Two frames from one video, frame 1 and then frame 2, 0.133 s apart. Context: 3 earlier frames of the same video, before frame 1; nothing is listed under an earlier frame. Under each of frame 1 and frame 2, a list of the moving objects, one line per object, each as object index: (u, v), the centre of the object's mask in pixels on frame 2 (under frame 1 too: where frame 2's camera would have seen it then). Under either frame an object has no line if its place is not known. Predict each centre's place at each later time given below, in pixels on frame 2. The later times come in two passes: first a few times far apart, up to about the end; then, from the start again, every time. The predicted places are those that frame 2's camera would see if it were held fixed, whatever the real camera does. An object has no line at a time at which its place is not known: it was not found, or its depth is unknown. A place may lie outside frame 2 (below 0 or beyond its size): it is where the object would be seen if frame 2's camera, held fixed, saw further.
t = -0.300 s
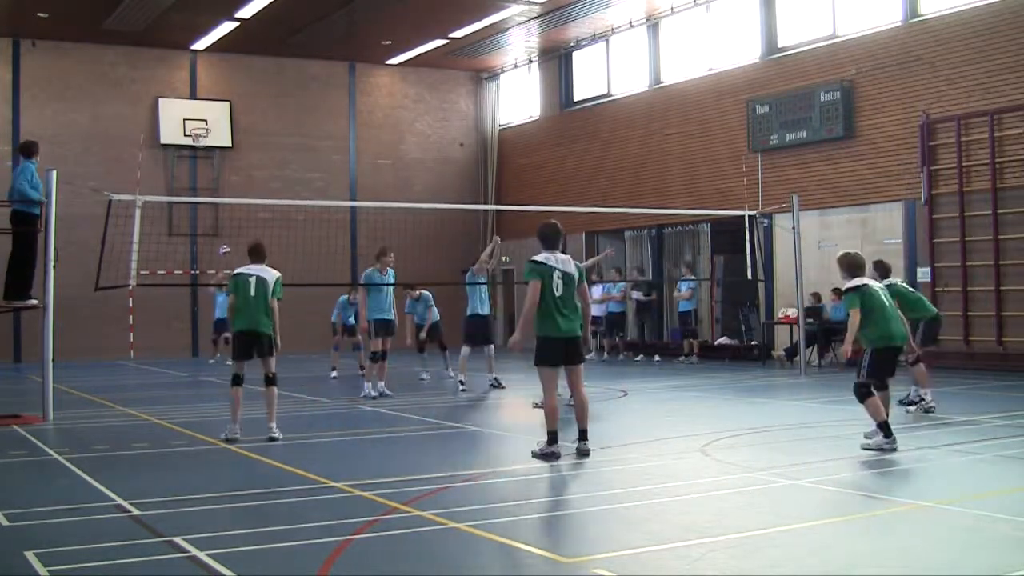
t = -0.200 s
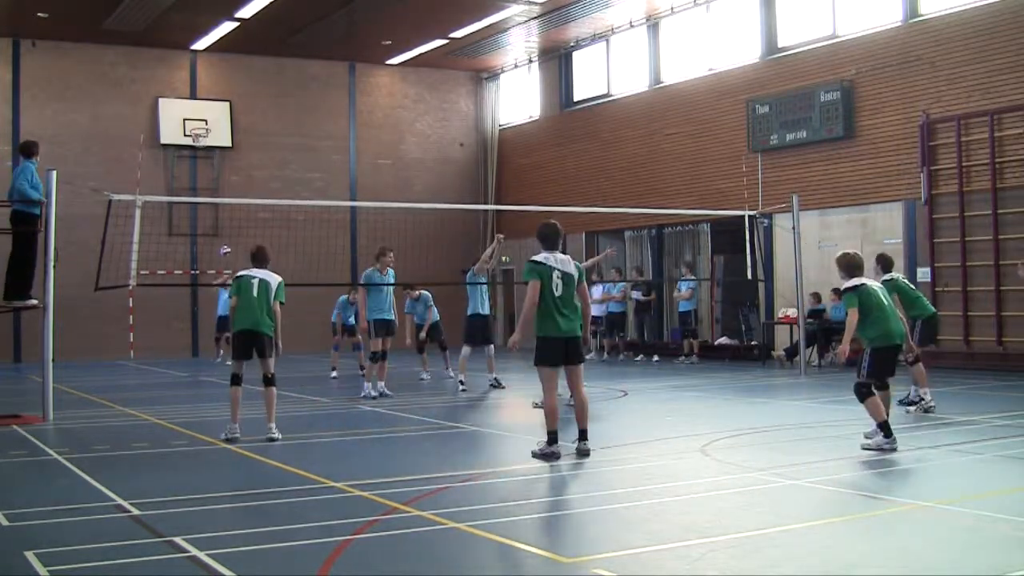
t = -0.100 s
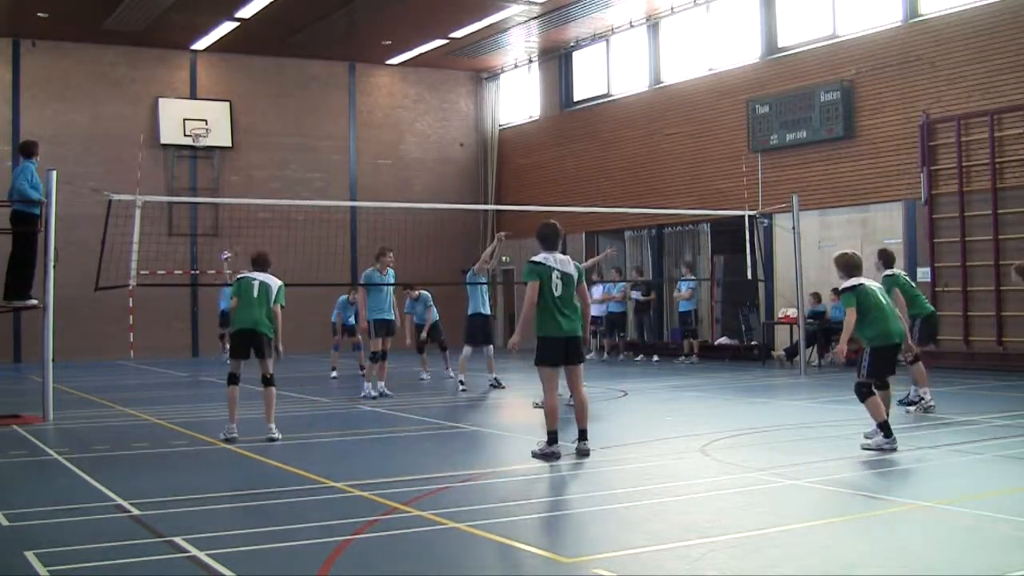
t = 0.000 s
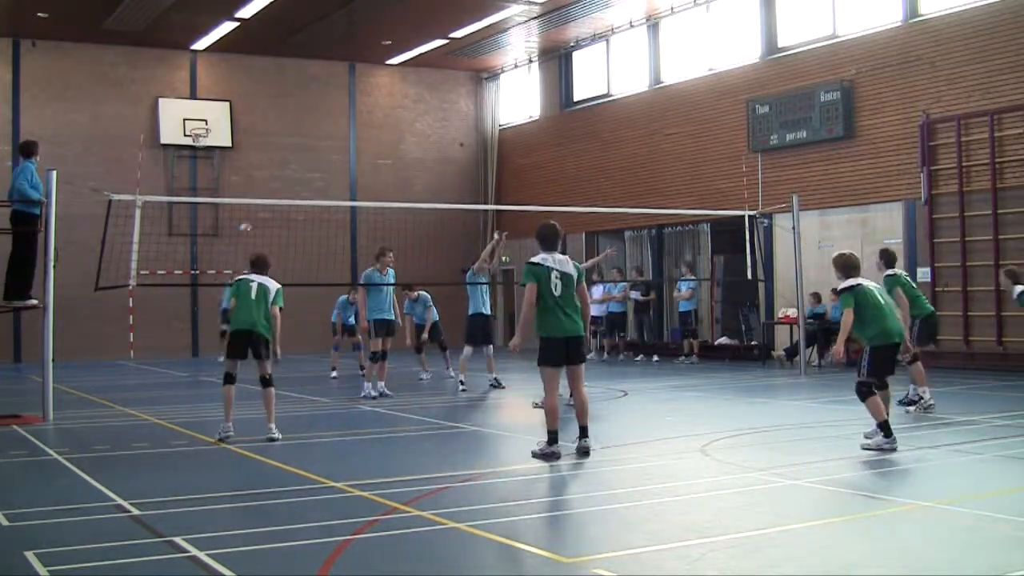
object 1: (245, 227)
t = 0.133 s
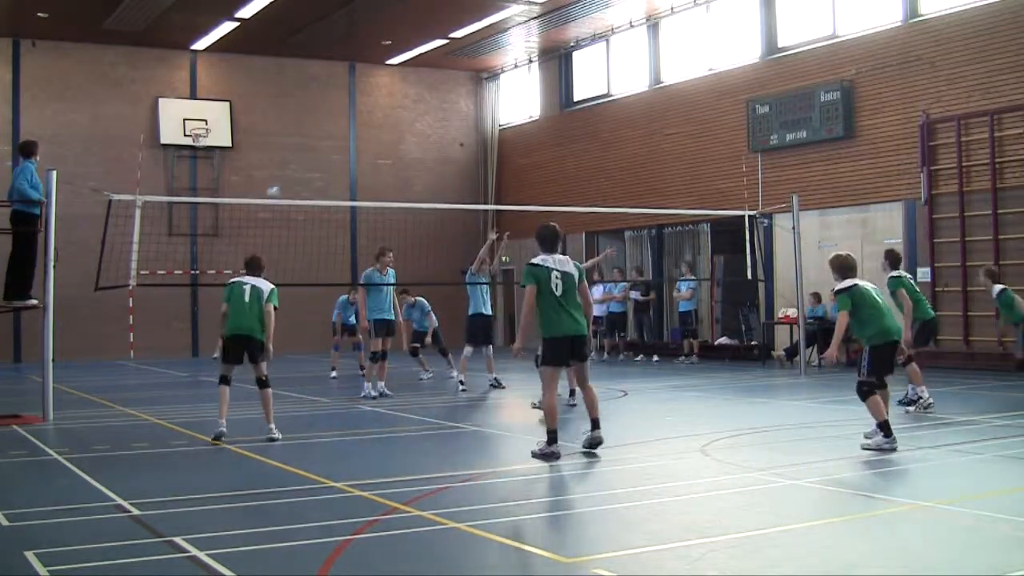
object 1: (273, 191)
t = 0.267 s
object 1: (303, 161)
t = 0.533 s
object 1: (376, 125)
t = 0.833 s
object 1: (482, 151)
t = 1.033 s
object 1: (581, 224)
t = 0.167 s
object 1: (280, 183)
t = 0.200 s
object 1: (288, 174)
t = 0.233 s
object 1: (295, 166)
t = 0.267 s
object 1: (303, 161)
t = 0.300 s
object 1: (311, 154)
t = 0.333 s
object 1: (321, 148)
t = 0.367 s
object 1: (328, 144)
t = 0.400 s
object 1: (338, 138)
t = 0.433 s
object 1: (346, 134)
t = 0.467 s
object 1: (356, 131)
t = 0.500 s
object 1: (364, 127)
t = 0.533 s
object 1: (376, 125)
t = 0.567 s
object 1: (384, 124)
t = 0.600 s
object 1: (395, 122)
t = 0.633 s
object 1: (404, 124)
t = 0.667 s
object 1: (417, 128)
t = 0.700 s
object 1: (430, 124)
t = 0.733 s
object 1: (443, 133)
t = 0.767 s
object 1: (456, 138)
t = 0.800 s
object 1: (469, 143)
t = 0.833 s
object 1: (482, 151)
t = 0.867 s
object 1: (498, 158)
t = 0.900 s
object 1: (512, 168)
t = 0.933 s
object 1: (528, 179)
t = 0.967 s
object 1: (545, 193)
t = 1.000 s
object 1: (562, 205)
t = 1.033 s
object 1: (581, 224)
